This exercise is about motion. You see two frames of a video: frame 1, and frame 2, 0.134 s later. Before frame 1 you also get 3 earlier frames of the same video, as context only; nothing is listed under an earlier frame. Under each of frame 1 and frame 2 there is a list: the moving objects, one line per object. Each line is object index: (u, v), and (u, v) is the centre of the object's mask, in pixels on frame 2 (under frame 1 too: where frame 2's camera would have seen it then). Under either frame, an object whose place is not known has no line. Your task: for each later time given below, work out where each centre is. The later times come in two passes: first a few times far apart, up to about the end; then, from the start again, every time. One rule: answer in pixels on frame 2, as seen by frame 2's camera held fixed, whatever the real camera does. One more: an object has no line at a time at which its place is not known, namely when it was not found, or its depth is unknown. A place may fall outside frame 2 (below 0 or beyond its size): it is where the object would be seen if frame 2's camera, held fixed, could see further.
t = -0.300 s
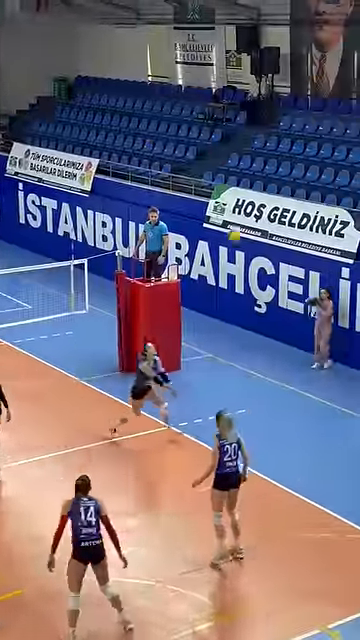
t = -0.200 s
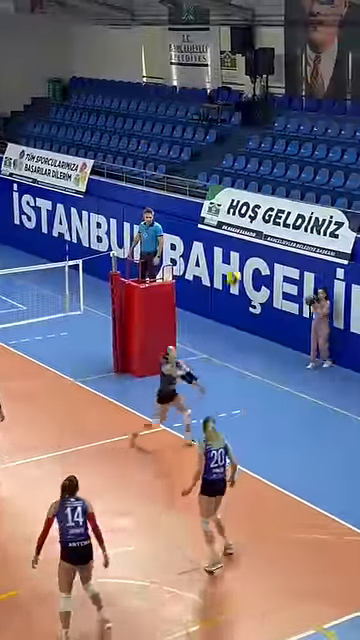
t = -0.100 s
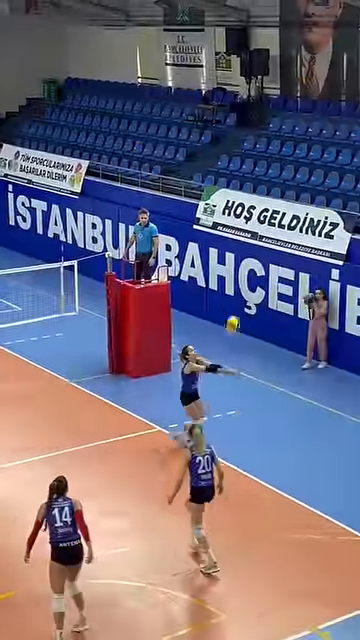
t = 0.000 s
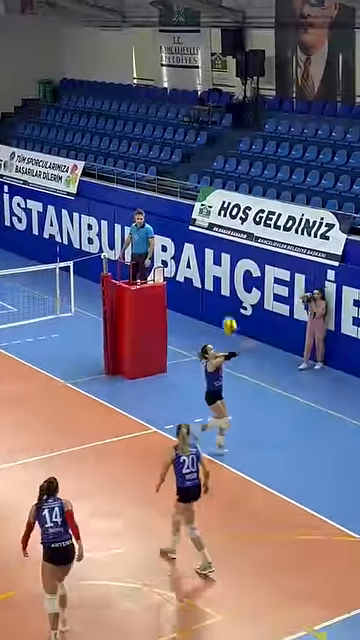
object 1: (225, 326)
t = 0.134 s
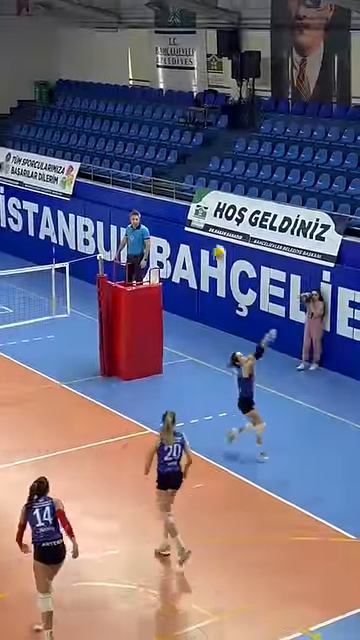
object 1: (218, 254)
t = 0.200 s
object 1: (215, 221)
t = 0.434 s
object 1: (202, 128)
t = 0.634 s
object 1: (190, 79)
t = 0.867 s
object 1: (173, 56)
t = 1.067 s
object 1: (160, 62)
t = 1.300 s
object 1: (145, 112)
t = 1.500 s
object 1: (133, 180)
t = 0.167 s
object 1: (218, 237)
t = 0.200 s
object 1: (215, 221)
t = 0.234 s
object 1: (213, 206)
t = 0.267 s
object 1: (212, 190)
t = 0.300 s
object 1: (210, 175)
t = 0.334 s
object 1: (209, 164)
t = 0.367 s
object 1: (207, 151)
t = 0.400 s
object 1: (204, 139)
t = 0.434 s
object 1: (202, 128)
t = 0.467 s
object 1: (200, 118)
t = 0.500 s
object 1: (198, 108)
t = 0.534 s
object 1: (196, 99)
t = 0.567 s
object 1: (193, 91)
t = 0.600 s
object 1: (191, 86)
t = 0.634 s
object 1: (190, 79)
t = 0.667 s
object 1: (185, 72)
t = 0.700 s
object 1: (185, 67)
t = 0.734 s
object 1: (183, 62)
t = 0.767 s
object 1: (180, 61)
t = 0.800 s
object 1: (178, 57)
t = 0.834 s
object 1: (175, 55)
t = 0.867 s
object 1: (173, 56)
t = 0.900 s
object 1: (171, 56)
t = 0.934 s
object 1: (170, 56)
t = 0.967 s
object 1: (166, 56)
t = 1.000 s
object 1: (164, 59)
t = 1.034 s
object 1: (164, 61)
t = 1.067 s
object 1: (160, 62)
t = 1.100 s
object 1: (157, 70)
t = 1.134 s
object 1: (156, 76)
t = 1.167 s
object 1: (152, 80)
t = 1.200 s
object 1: (151, 88)
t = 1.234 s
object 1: (149, 95)
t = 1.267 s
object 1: (147, 104)
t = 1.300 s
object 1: (145, 112)
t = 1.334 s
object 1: (143, 123)
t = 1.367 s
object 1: (141, 133)
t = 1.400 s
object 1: (138, 143)
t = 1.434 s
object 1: (137, 155)
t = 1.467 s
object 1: (134, 167)
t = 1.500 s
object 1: (133, 180)
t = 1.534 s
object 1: (131, 193)
